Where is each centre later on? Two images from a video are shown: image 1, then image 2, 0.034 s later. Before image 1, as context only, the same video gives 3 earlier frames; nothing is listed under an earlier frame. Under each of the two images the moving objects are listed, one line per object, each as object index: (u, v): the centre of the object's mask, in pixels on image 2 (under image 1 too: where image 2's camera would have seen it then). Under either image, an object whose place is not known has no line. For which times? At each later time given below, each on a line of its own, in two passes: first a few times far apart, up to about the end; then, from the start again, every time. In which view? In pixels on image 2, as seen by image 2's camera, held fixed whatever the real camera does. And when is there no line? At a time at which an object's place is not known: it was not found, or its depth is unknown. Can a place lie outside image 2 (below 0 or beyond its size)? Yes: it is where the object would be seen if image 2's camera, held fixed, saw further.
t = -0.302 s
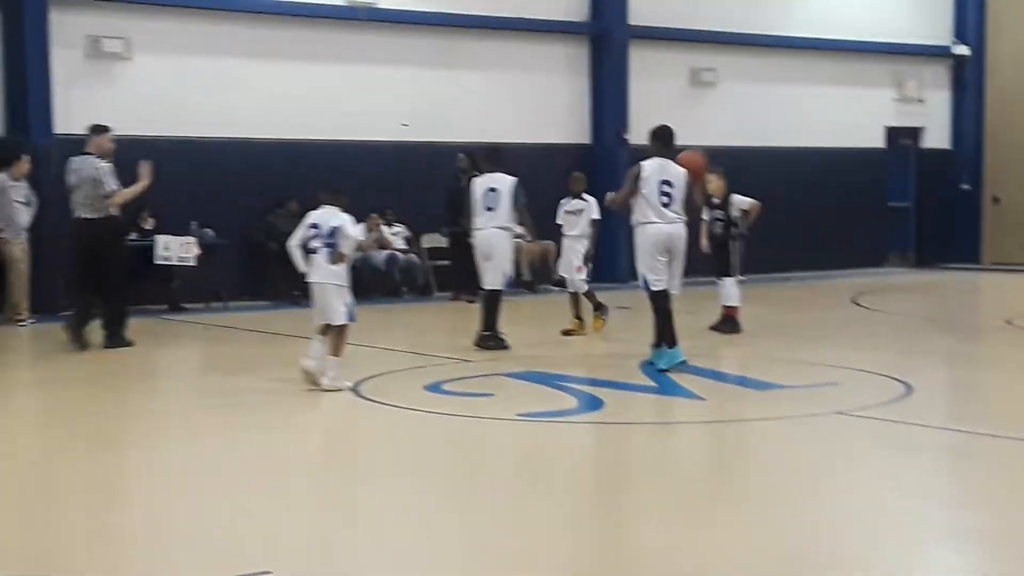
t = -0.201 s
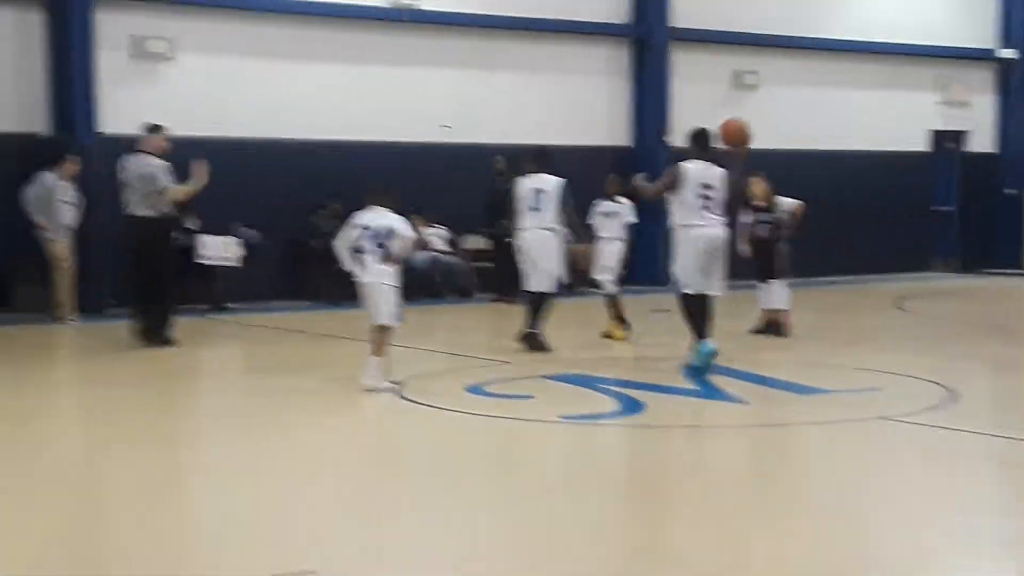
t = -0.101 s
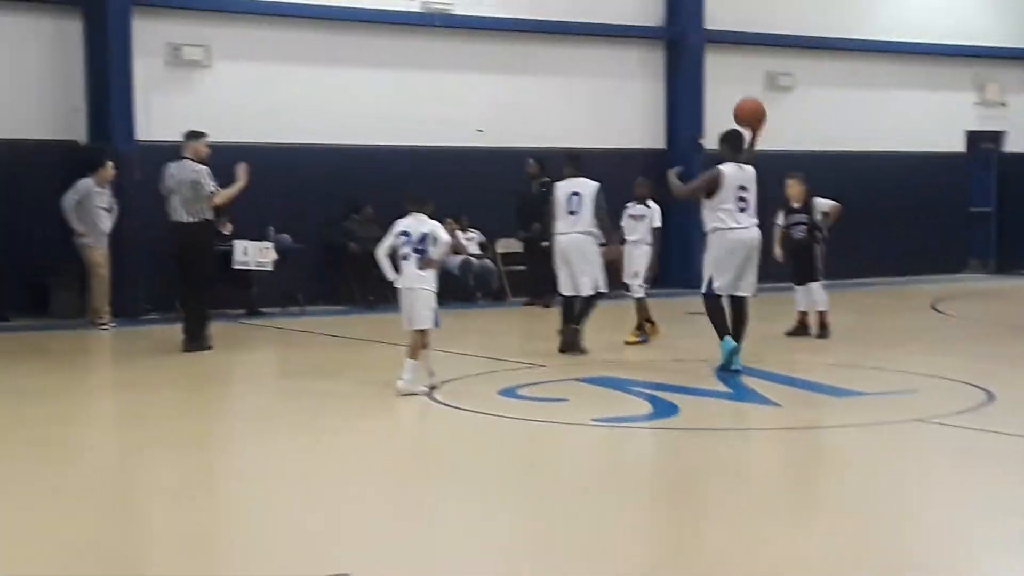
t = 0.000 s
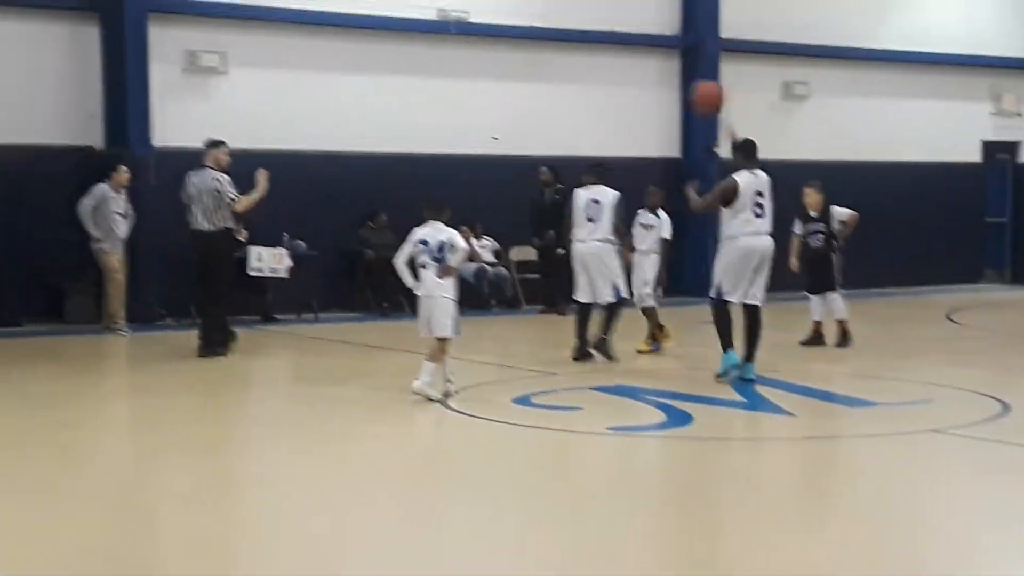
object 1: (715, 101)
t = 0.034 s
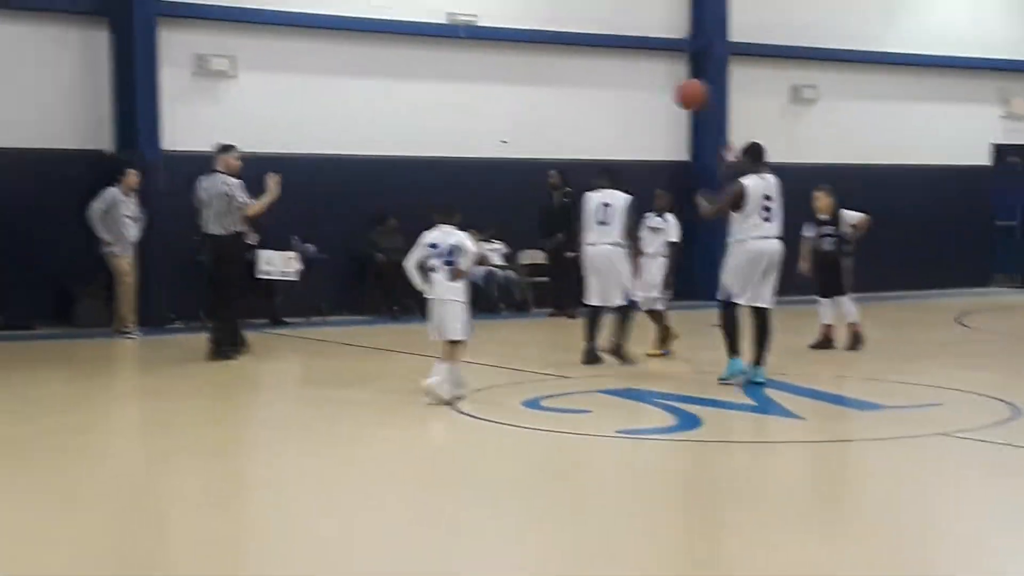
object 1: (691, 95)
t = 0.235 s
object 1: (547, 91)
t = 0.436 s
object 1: (420, 133)
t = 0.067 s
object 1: (665, 90)
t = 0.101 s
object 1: (641, 87)
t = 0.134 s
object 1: (617, 86)
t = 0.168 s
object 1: (593, 86)
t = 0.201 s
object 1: (570, 88)
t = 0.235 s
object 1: (547, 91)
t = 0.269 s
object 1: (525, 96)
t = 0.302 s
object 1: (505, 100)
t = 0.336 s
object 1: (483, 107)
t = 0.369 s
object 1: (461, 115)
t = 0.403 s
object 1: (440, 124)
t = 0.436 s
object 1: (420, 133)
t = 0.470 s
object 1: (401, 142)
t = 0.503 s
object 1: (379, 159)
